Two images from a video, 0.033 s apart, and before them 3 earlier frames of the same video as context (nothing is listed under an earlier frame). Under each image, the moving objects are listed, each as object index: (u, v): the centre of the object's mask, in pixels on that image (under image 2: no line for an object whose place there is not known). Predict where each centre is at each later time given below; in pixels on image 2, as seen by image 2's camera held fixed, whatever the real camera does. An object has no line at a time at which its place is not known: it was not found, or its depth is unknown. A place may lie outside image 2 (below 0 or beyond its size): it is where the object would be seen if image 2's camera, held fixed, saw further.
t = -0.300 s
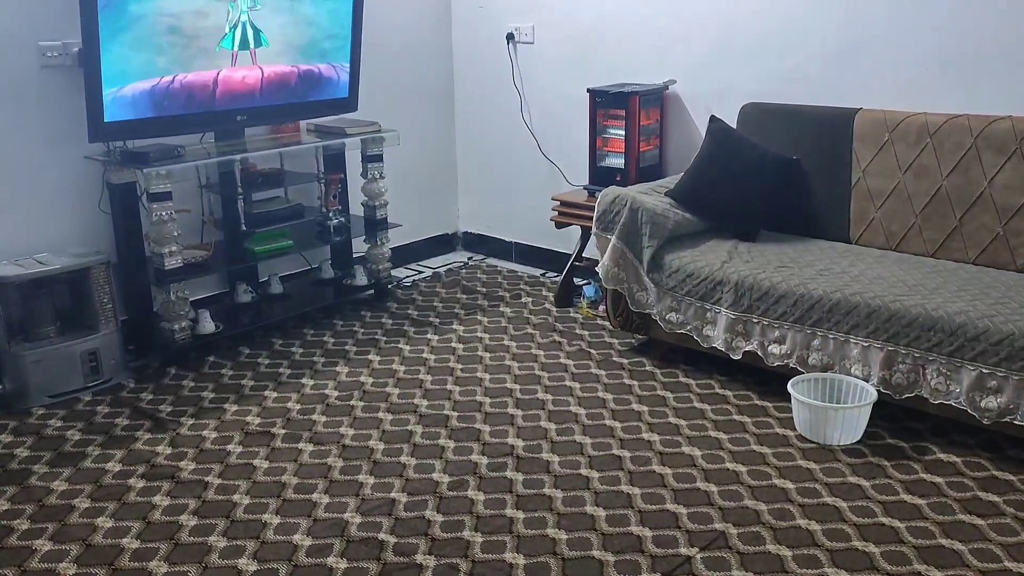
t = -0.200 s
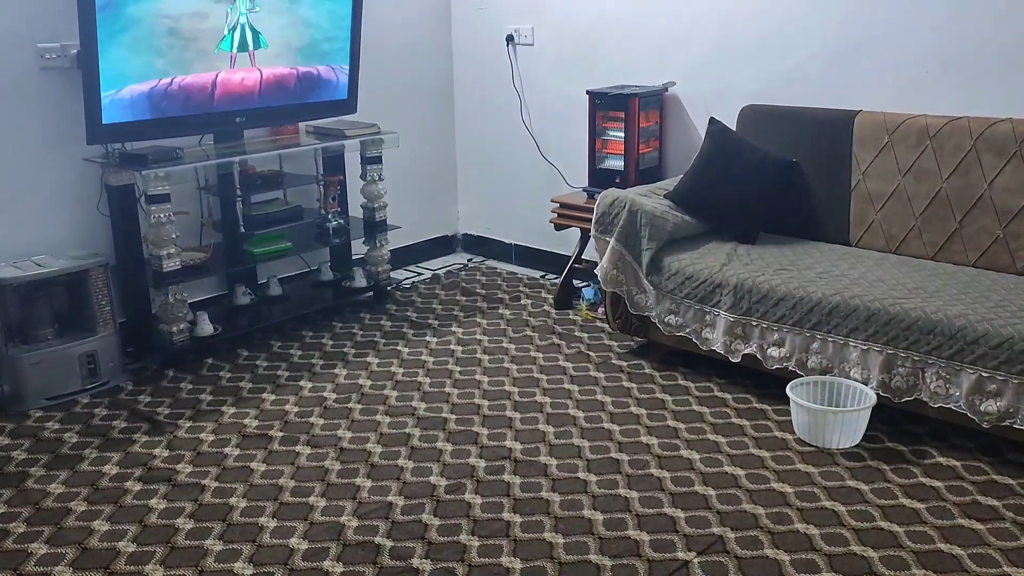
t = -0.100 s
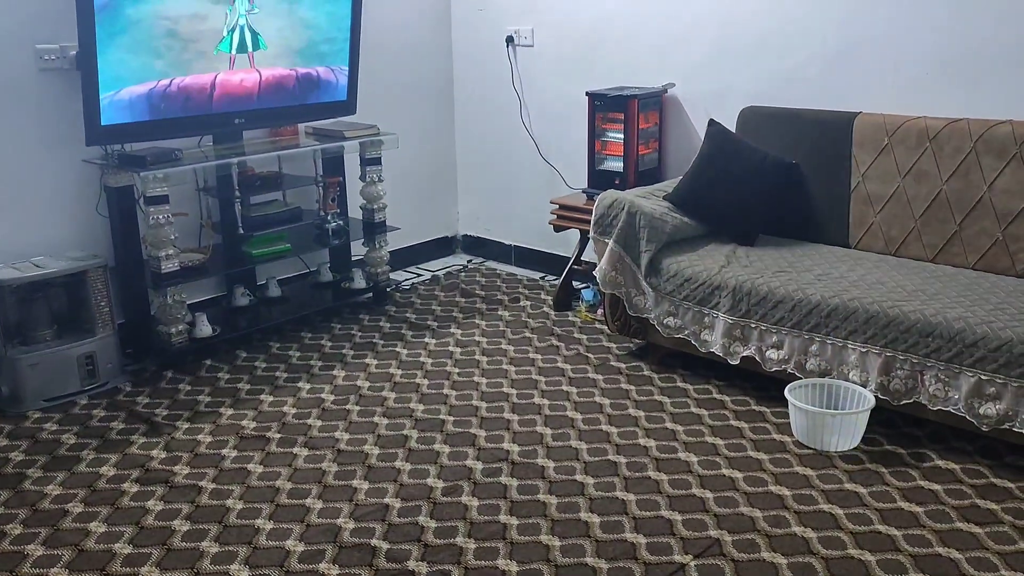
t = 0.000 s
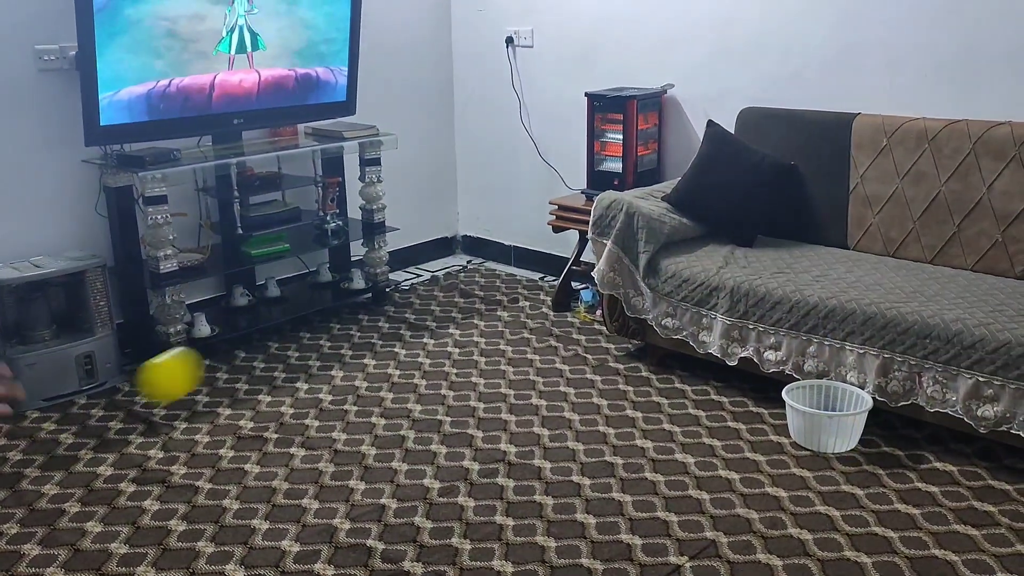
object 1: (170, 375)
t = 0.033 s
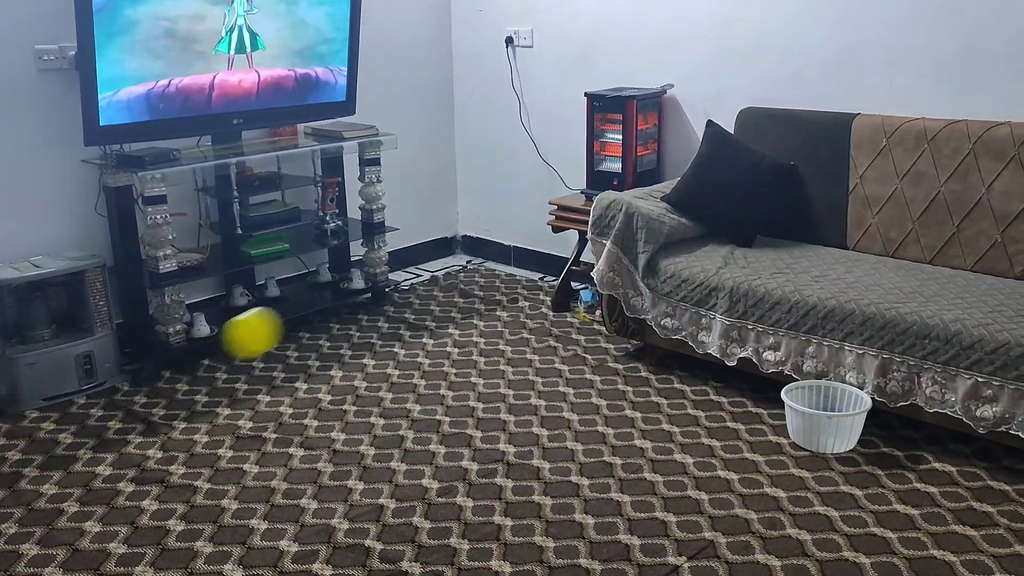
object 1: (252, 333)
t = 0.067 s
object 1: (324, 303)
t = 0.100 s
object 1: (386, 282)
